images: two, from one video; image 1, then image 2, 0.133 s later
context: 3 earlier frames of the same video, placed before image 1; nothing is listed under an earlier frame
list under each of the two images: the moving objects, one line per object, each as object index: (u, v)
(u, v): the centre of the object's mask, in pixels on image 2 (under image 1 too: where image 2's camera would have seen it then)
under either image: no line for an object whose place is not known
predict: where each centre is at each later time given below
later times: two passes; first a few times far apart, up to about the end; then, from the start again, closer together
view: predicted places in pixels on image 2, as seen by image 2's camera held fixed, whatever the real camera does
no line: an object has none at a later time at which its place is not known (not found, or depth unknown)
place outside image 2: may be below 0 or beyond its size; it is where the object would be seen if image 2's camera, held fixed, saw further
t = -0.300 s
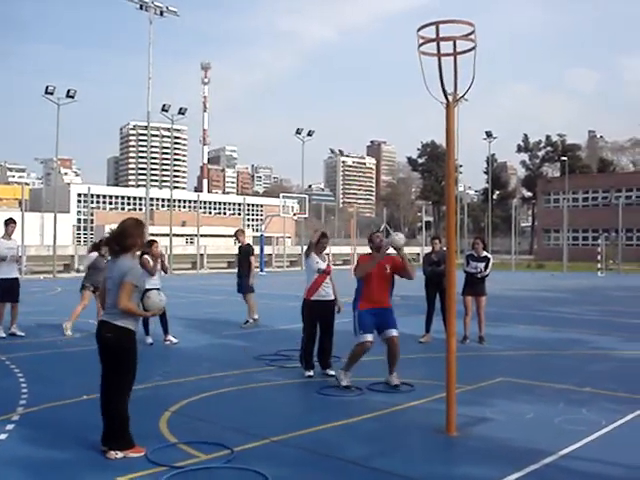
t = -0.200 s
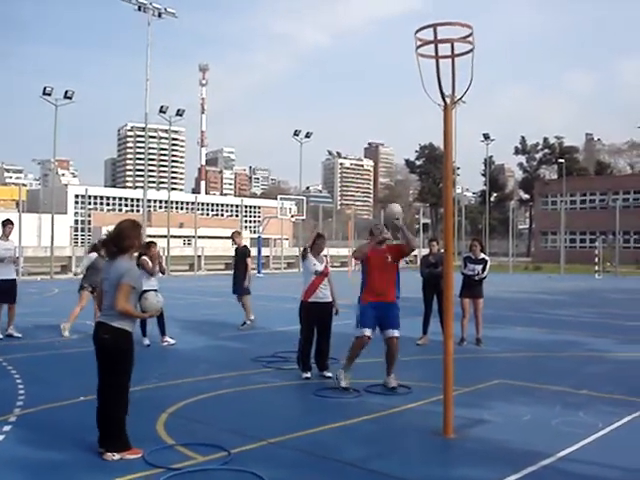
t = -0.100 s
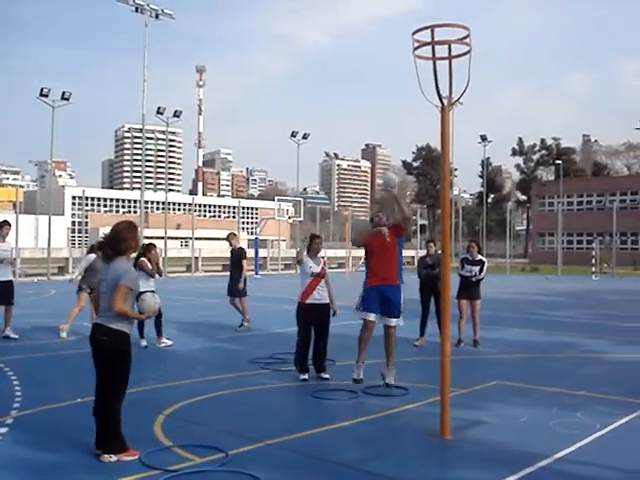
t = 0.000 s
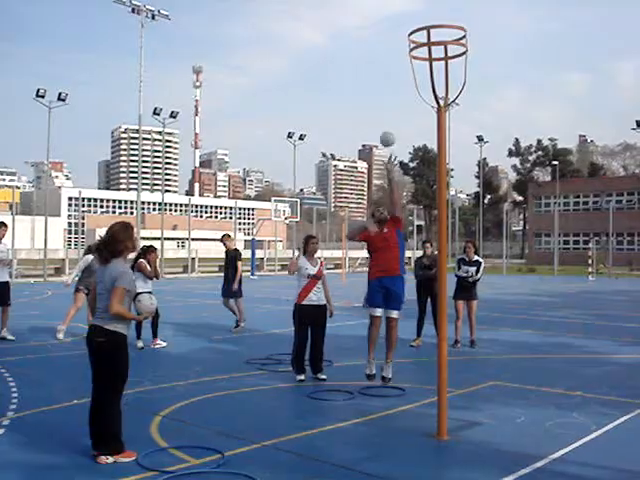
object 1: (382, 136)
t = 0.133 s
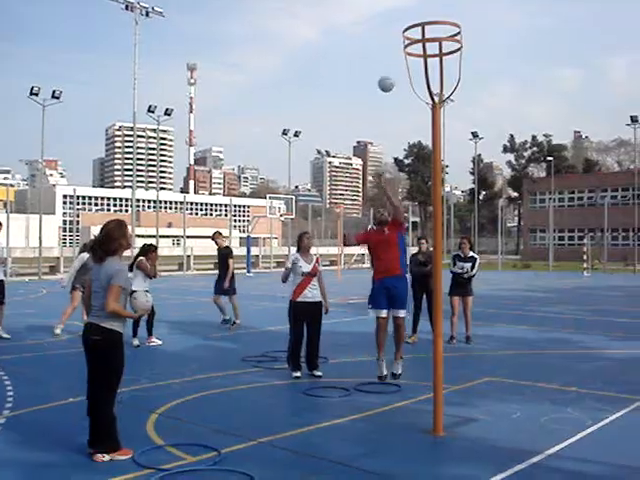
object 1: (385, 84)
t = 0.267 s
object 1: (389, 47)
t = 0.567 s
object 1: (398, 22)
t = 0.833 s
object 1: (407, 80)
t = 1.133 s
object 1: (419, 258)
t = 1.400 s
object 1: (430, 406)
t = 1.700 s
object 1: (441, 361)
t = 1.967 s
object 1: (454, 413)
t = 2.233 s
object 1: (462, 421)
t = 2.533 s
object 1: (467, 432)
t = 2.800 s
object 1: (466, 432)
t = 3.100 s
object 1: (465, 432)
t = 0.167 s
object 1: (387, 73)
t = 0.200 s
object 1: (387, 64)
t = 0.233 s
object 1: (388, 55)
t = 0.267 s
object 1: (389, 47)
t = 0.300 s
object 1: (390, 40)
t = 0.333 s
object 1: (392, 34)
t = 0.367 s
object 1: (392, 29)
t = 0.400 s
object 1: (393, 25)
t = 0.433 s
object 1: (394, 22)
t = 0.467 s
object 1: (396, 20)
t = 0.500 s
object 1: (397, 19)
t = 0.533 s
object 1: (397, 20)
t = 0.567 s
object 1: (398, 22)
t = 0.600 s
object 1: (399, 24)
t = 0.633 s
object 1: (399, 29)
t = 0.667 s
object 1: (401, 34)
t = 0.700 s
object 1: (402, 40)
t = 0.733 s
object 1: (403, 48)
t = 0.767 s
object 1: (405, 58)
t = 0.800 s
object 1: (406, 68)
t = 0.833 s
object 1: (407, 80)
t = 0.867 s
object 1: (408, 94)
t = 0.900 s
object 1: (410, 109)
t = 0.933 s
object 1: (411, 125)
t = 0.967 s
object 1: (412, 143)
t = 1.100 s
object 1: (418, 232)
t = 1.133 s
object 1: (419, 258)
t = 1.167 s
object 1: (420, 286)
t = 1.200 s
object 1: (421, 317)
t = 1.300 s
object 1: (425, 416)
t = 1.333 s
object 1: (426, 433)
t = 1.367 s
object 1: (428, 418)
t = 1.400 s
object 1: (430, 406)
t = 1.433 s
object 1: (430, 396)
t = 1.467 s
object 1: (432, 387)
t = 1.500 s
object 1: (433, 379)
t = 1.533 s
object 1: (435, 372)
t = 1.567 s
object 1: (437, 367)
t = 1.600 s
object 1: (438, 363)
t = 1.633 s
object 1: (439, 361)
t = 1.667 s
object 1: (441, 360)
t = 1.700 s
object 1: (441, 361)
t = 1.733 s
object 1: (442, 363)
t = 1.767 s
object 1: (443, 365)
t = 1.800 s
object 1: (445, 370)
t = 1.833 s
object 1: (447, 376)
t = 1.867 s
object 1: (449, 383)
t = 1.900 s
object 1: (450, 392)
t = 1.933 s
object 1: (451, 403)
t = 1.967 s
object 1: (454, 413)
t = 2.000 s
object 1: (454, 427)
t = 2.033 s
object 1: (454, 430)
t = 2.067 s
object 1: (455, 425)
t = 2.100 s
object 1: (457, 421)
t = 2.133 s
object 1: (458, 419)
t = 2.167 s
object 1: (459, 418)
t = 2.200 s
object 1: (460, 419)
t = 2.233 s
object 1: (462, 421)
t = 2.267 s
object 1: (463, 424)
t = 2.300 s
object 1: (464, 429)
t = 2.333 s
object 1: (464, 432)
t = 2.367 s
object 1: (465, 431)
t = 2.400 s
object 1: (465, 430)
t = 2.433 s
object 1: (466, 431)
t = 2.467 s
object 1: (467, 432)
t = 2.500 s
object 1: (467, 432)
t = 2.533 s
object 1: (467, 432)
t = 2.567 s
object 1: (468, 432)
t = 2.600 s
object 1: (468, 432)
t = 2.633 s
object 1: (467, 432)
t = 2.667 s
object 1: (467, 432)
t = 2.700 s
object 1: (467, 432)
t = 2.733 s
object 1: (467, 432)
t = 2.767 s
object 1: (466, 432)
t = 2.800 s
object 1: (466, 432)
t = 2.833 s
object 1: (465, 432)
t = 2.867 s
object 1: (465, 432)
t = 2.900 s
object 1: (464, 432)
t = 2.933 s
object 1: (465, 432)
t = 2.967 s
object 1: (464, 432)
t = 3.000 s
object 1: (464, 432)
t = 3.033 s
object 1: (464, 432)
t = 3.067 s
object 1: (465, 432)
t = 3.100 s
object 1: (465, 432)
